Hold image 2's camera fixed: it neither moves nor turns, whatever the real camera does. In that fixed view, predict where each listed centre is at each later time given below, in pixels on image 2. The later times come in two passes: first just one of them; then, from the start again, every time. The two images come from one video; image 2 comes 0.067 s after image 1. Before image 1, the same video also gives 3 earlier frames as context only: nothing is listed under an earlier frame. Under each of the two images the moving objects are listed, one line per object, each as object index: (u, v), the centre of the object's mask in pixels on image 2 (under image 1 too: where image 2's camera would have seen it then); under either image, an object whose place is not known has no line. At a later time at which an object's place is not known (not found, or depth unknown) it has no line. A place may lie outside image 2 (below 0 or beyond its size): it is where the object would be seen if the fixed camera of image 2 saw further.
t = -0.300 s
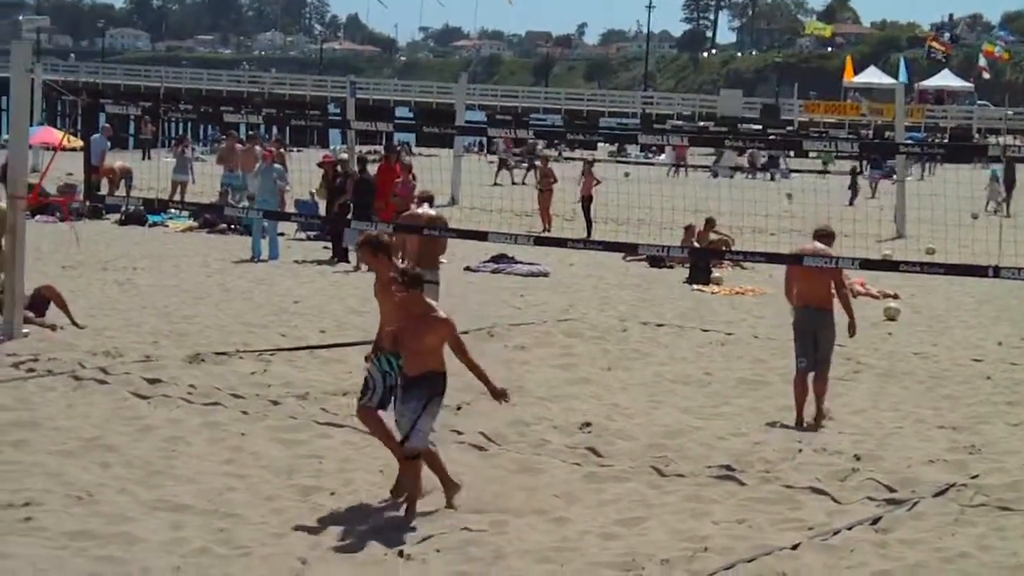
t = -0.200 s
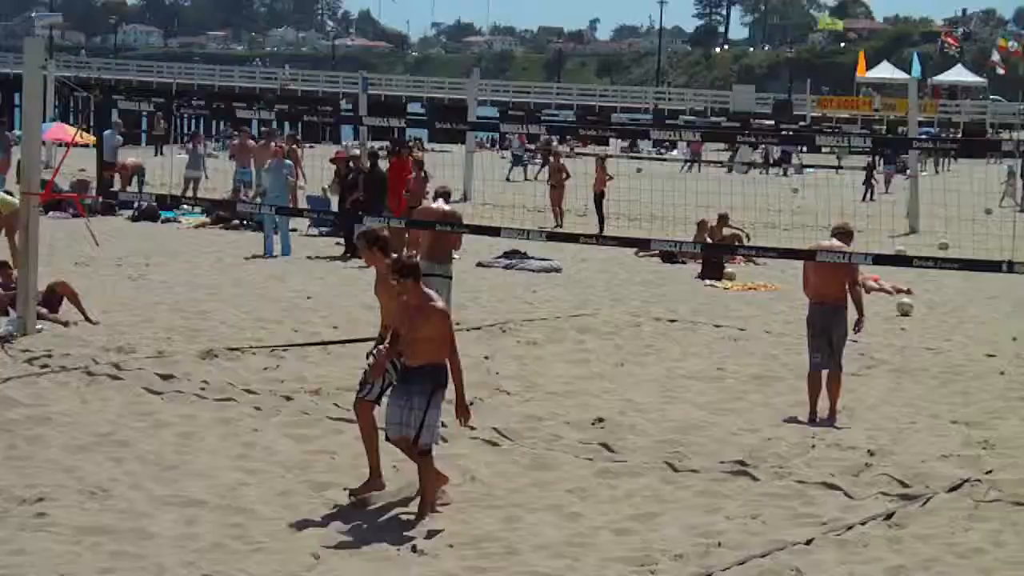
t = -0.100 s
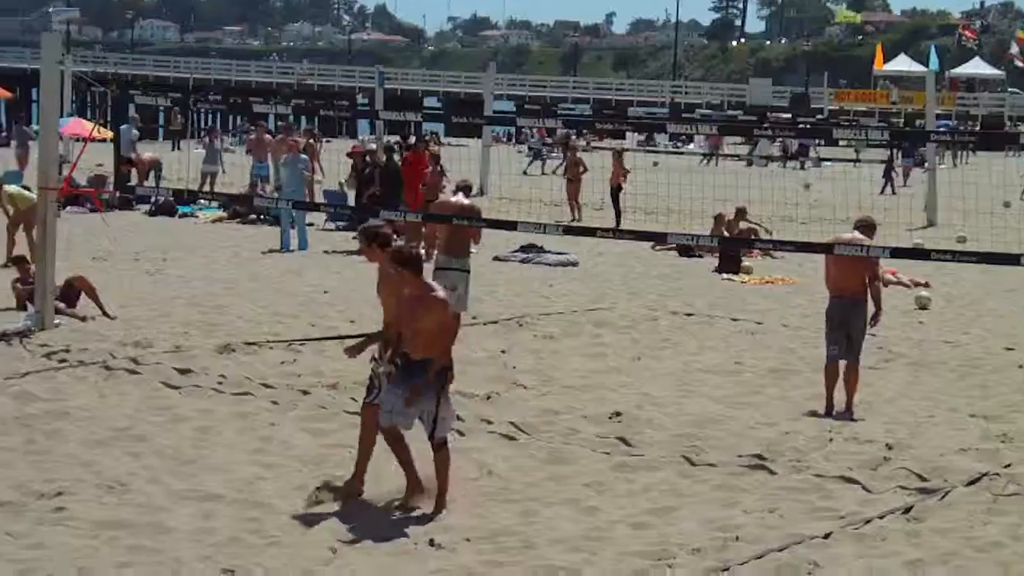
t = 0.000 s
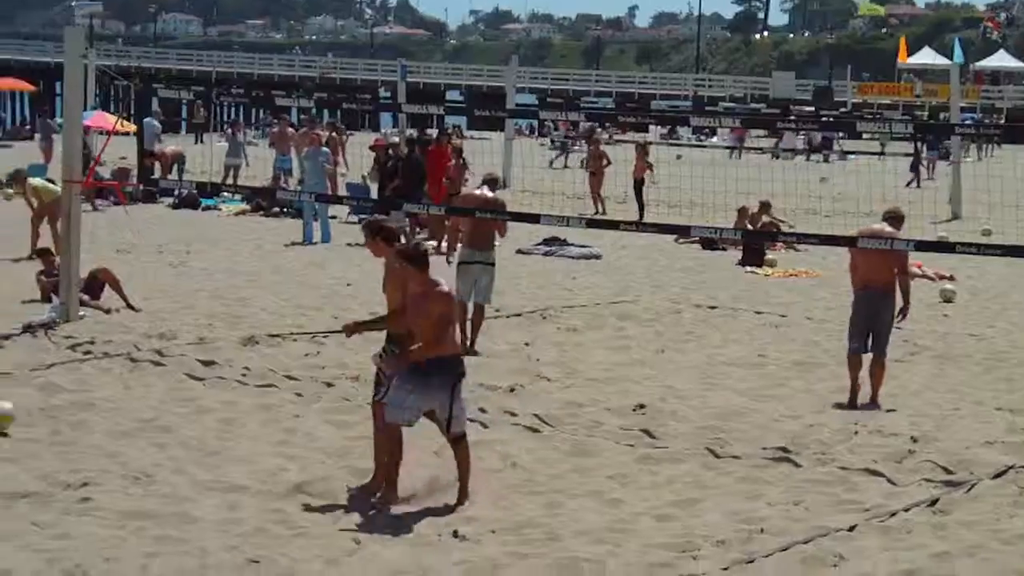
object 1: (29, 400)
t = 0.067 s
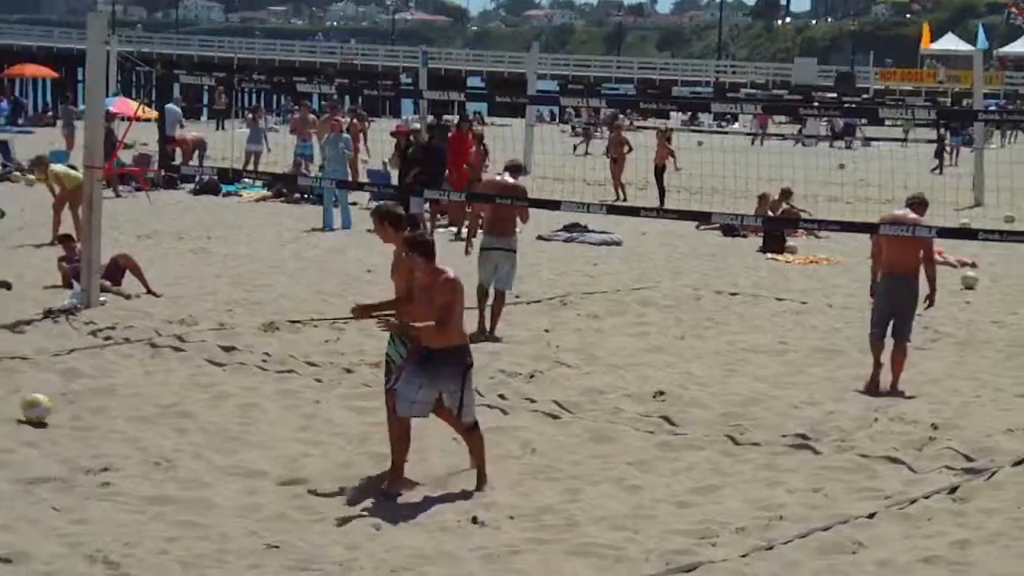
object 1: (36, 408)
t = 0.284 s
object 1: (76, 420)
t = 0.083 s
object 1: (40, 409)
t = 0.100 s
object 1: (42, 410)
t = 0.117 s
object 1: (44, 410)
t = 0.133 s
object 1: (47, 412)
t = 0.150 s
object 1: (50, 413)
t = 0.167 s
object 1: (52, 415)
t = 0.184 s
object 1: (56, 415)
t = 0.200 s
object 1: (61, 415)
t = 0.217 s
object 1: (63, 415)
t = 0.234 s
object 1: (66, 416)
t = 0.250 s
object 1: (68, 416)
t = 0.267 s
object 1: (73, 419)
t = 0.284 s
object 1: (76, 420)
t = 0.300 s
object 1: (79, 422)
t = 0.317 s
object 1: (82, 424)
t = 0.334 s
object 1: (85, 425)
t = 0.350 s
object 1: (86, 425)
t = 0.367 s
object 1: (87, 425)
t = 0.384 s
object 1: (89, 425)
